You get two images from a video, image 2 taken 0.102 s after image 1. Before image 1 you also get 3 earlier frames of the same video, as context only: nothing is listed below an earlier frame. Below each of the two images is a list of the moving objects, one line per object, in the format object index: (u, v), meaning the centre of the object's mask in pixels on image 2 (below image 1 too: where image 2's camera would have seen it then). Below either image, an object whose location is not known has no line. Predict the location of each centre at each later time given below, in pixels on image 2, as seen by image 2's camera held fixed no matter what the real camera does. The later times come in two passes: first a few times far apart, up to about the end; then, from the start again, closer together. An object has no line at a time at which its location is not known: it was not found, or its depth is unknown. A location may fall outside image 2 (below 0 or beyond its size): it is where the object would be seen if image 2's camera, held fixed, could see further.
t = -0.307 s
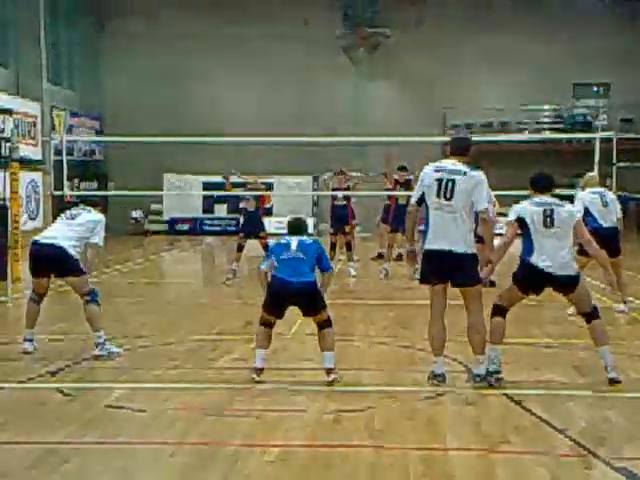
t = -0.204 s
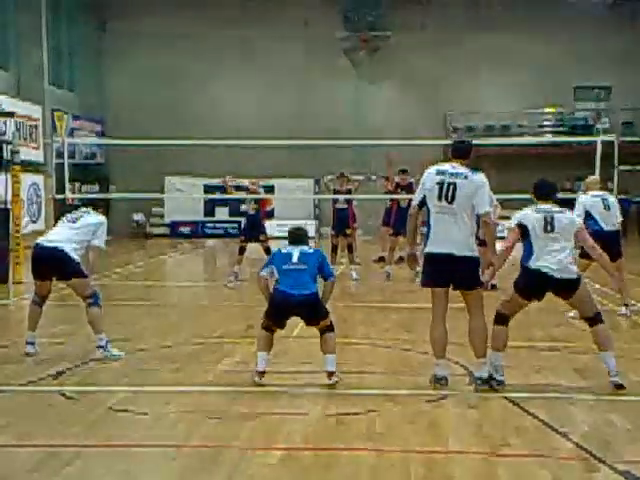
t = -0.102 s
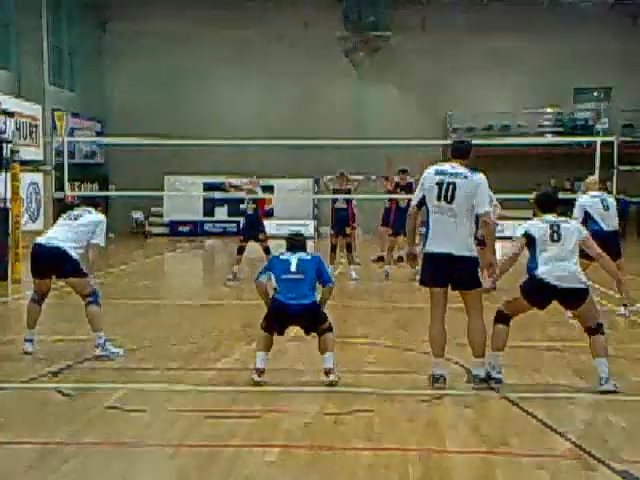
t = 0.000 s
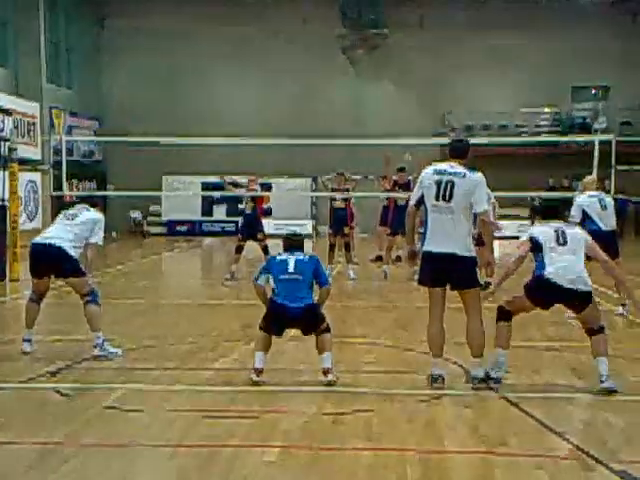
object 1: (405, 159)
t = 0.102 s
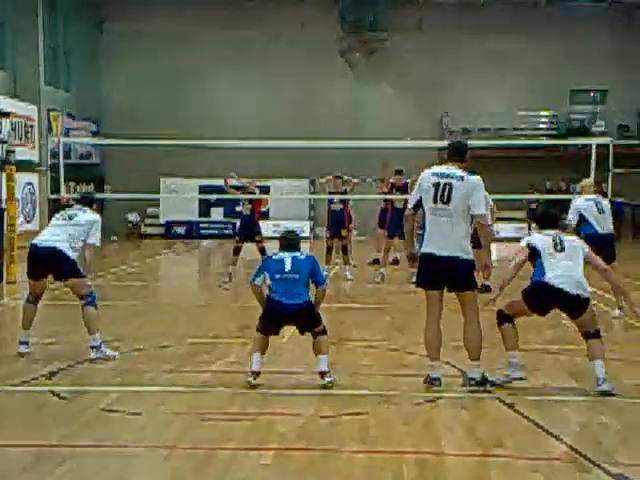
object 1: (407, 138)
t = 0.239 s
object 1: (410, 126)
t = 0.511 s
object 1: (414, 99)
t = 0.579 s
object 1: (415, 96)
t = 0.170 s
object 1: (408, 134)
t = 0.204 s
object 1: (409, 130)
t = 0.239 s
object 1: (410, 126)
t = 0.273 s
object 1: (410, 121)
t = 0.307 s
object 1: (410, 115)
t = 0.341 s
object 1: (412, 111)
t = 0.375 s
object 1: (412, 108)
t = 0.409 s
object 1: (413, 107)
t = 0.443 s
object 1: (414, 103)
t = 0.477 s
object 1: (413, 100)
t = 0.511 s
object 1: (414, 99)
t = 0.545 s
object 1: (415, 98)
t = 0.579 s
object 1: (415, 96)
